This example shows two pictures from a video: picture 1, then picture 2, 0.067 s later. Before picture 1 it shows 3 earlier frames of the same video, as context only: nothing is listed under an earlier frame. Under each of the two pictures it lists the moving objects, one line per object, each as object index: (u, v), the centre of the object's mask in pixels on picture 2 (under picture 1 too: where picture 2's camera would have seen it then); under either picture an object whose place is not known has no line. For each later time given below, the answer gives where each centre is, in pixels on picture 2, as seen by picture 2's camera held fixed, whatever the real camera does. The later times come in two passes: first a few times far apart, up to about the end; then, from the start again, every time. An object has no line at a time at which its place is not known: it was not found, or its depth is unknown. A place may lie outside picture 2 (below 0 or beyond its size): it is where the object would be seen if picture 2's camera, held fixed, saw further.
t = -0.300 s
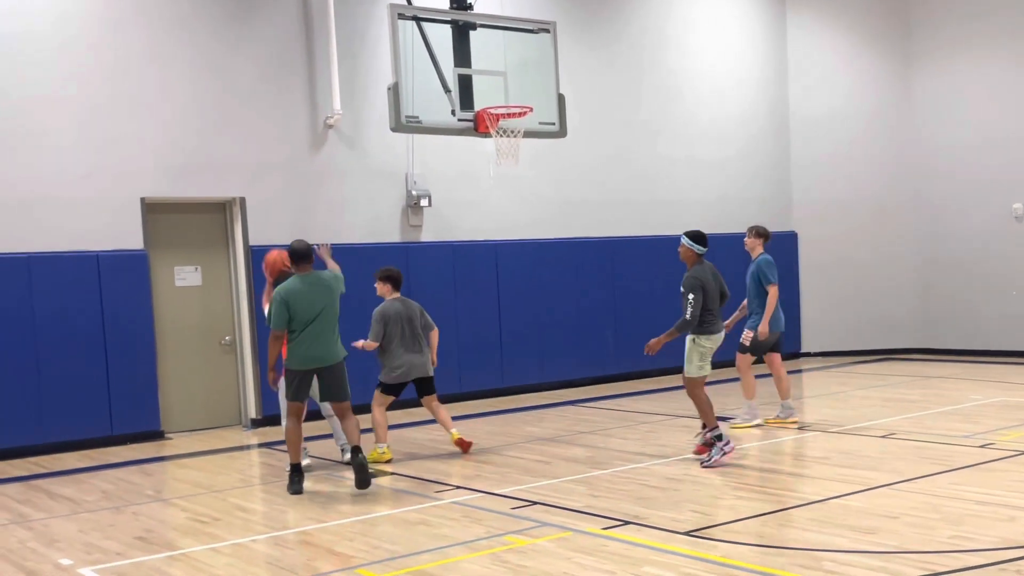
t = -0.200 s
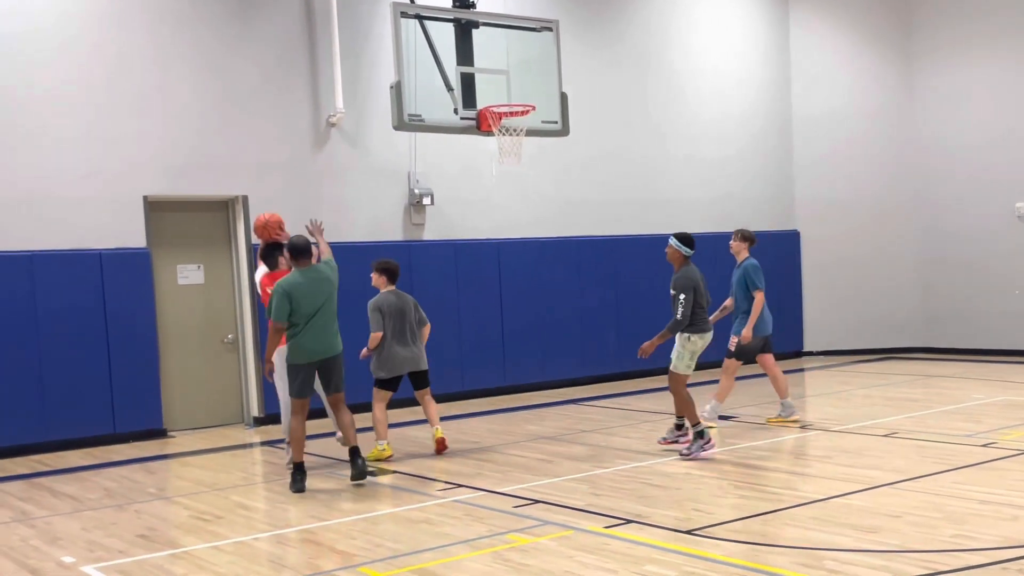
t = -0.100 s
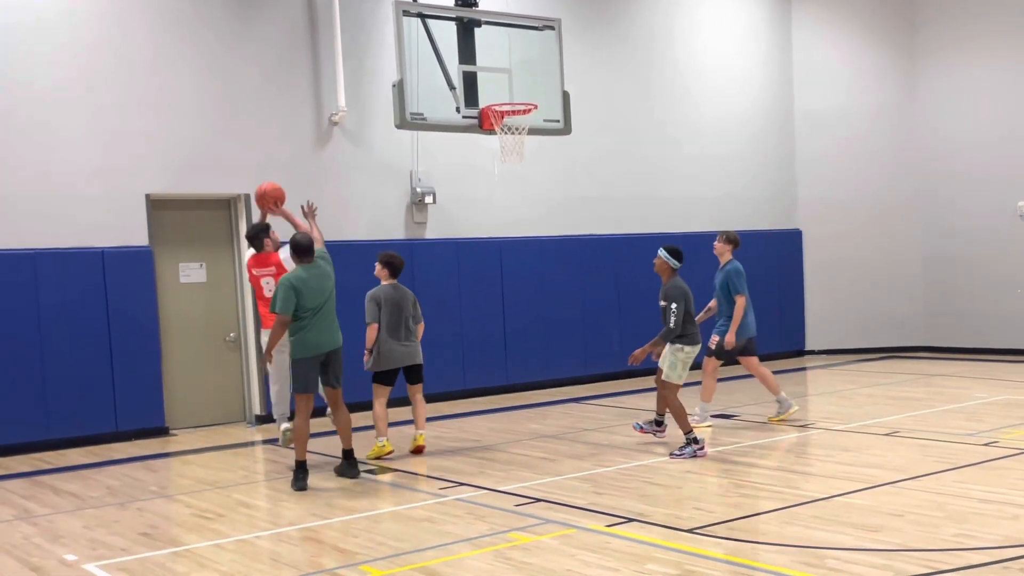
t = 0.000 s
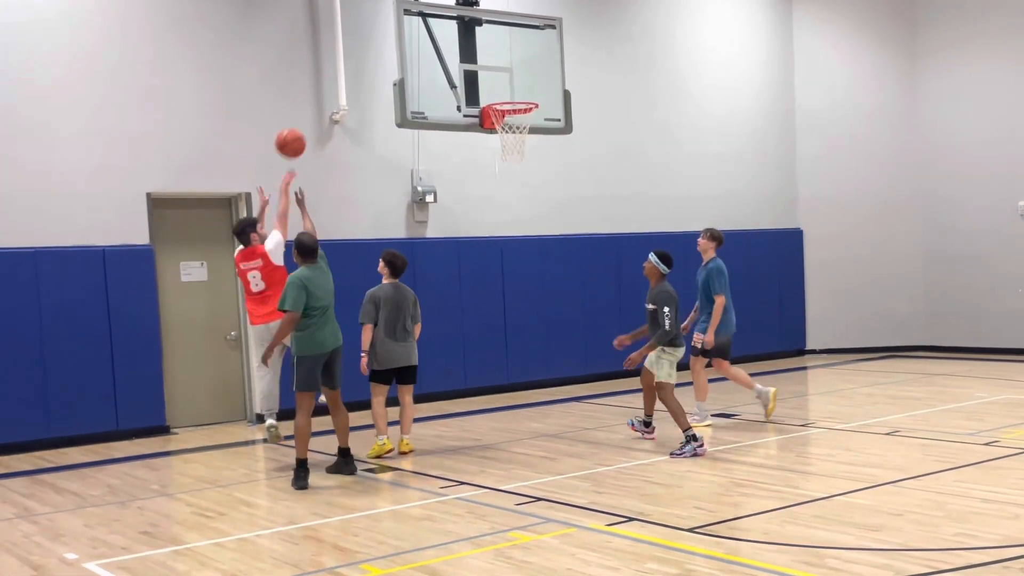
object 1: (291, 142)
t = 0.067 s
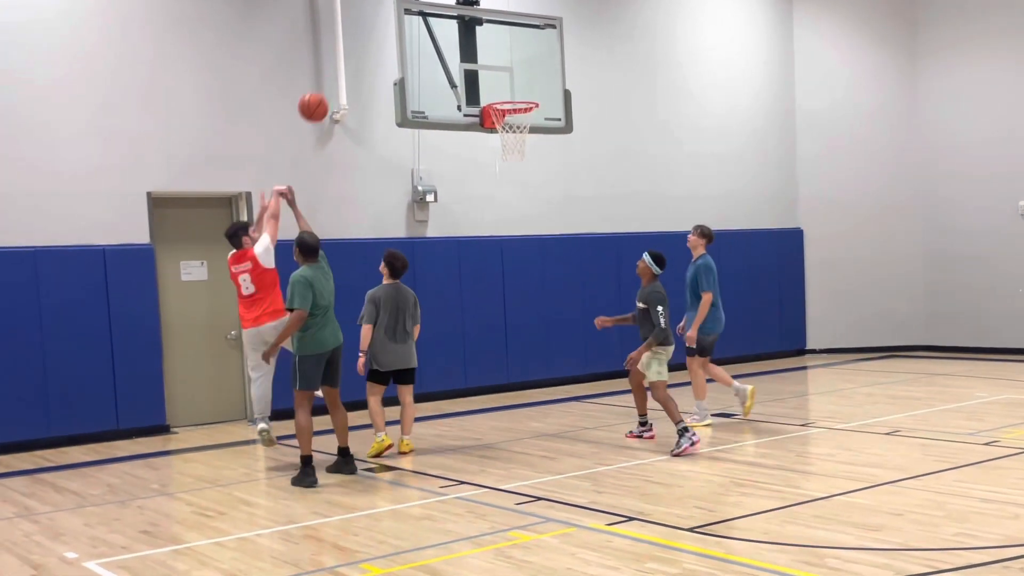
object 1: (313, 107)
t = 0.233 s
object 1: (369, 45)
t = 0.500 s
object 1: (457, 17)
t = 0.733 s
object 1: (529, 57)
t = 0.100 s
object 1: (324, 92)
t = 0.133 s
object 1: (336, 78)
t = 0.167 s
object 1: (347, 65)
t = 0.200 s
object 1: (358, 54)
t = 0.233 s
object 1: (369, 45)
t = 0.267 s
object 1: (380, 36)
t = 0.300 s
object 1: (391, 30)
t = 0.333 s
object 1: (402, 24)
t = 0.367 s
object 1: (413, 20)
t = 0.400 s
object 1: (424, 18)
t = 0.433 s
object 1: (434, 16)
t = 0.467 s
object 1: (445, 16)
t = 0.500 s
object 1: (457, 17)
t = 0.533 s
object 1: (467, 19)
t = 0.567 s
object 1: (477, 22)
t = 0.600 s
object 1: (488, 27)
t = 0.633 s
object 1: (498, 33)
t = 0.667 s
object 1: (509, 40)
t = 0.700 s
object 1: (519, 48)
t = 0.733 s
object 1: (529, 57)
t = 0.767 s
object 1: (539, 68)
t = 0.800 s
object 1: (550, 80)
